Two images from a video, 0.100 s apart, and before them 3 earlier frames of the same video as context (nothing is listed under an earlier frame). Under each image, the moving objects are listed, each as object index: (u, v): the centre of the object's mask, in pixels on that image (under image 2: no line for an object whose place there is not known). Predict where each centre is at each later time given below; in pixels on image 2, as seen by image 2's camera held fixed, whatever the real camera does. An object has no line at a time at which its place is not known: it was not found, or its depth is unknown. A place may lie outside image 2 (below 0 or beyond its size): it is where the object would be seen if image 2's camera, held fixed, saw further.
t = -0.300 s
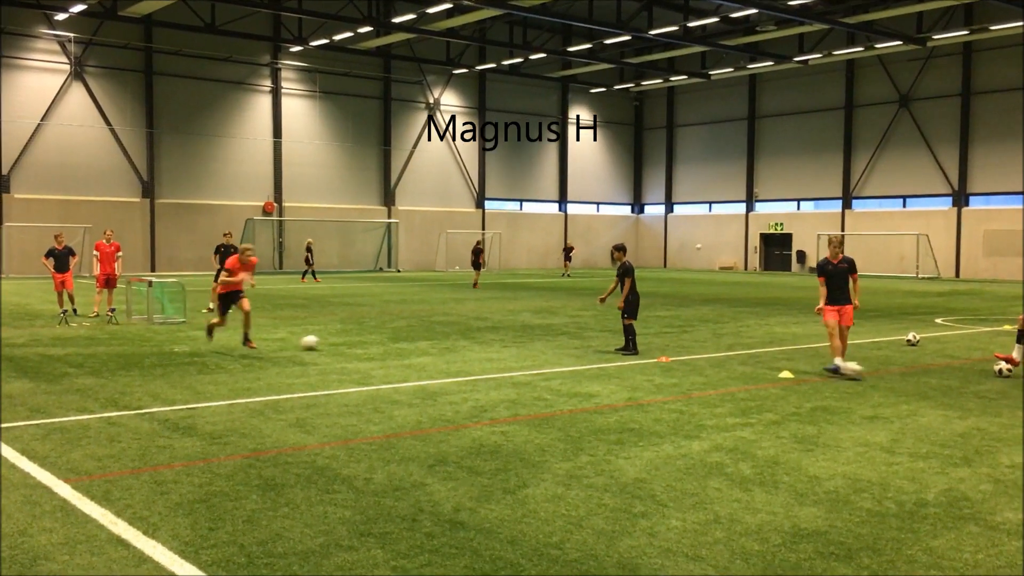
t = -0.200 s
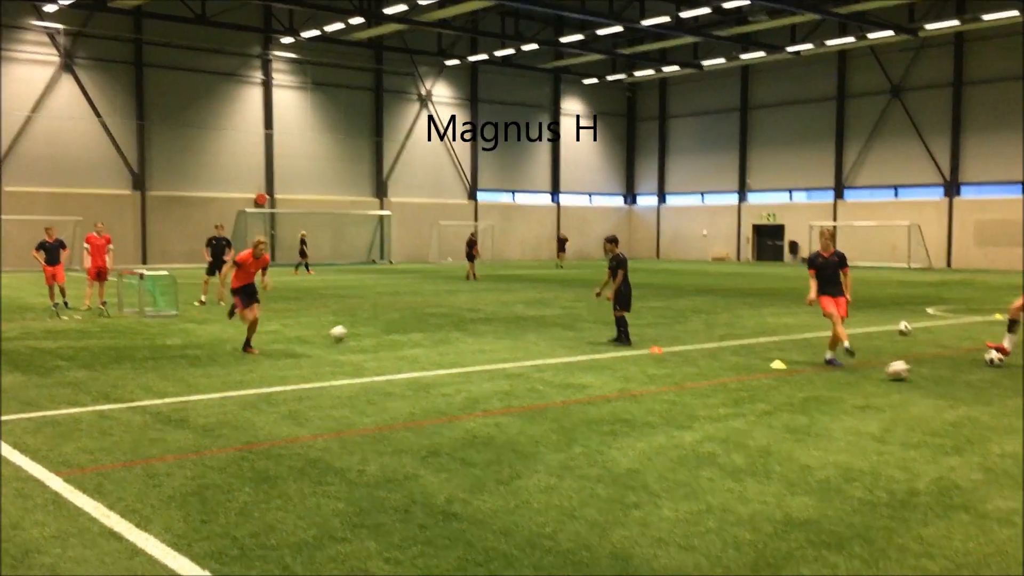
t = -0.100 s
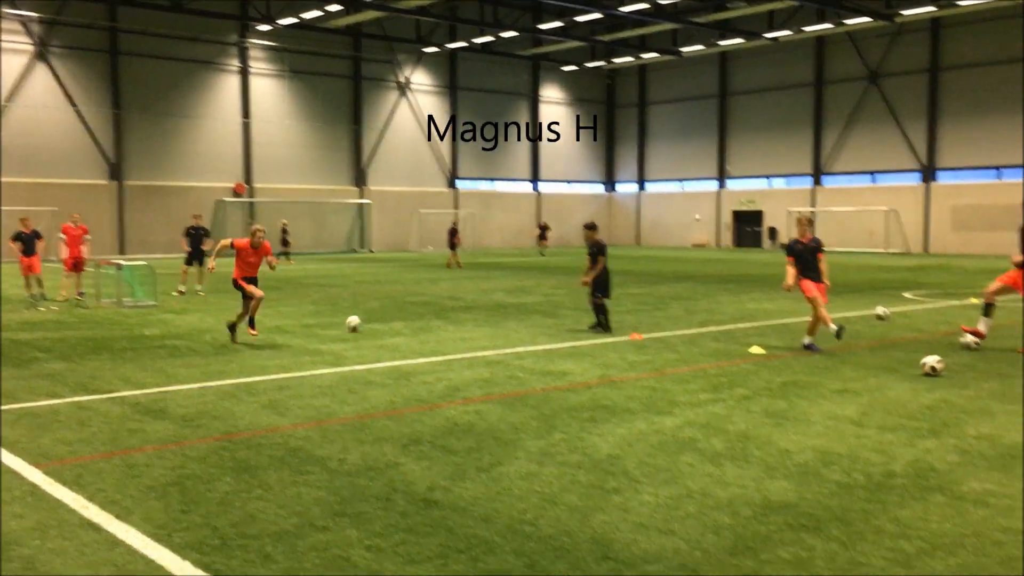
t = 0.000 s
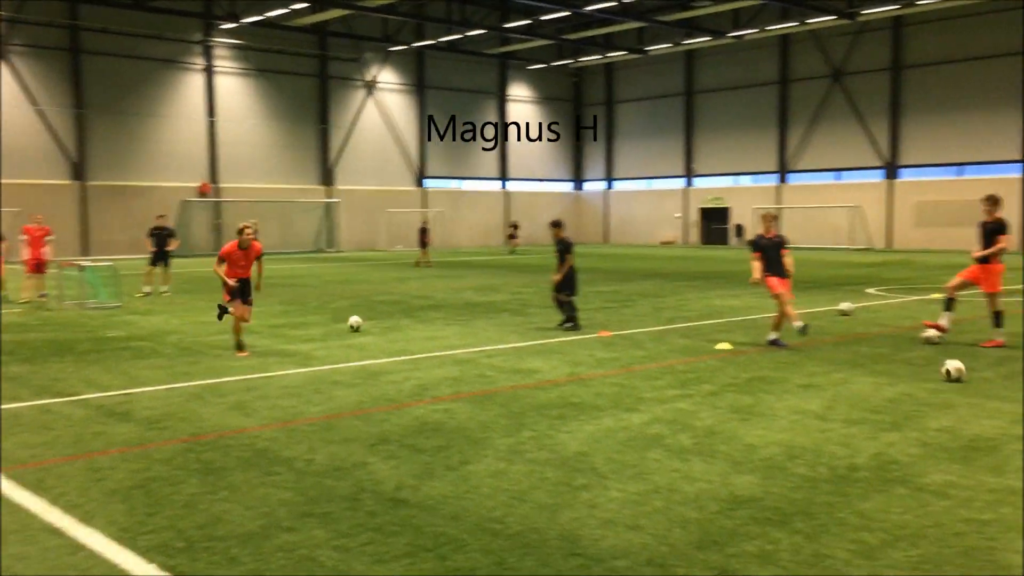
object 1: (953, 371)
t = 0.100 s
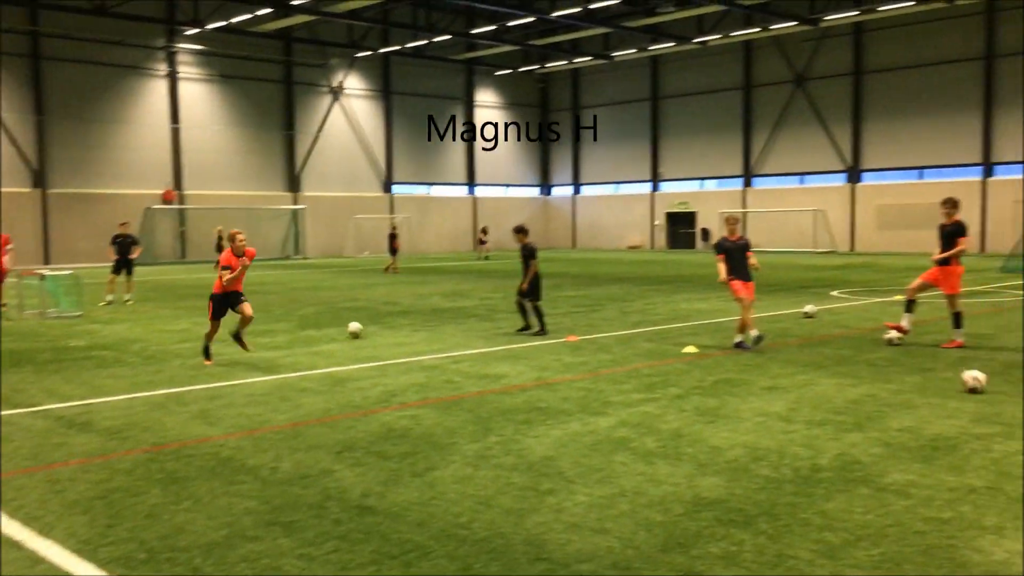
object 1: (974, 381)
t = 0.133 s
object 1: (993, 384)
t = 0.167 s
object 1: (1014, 386)
